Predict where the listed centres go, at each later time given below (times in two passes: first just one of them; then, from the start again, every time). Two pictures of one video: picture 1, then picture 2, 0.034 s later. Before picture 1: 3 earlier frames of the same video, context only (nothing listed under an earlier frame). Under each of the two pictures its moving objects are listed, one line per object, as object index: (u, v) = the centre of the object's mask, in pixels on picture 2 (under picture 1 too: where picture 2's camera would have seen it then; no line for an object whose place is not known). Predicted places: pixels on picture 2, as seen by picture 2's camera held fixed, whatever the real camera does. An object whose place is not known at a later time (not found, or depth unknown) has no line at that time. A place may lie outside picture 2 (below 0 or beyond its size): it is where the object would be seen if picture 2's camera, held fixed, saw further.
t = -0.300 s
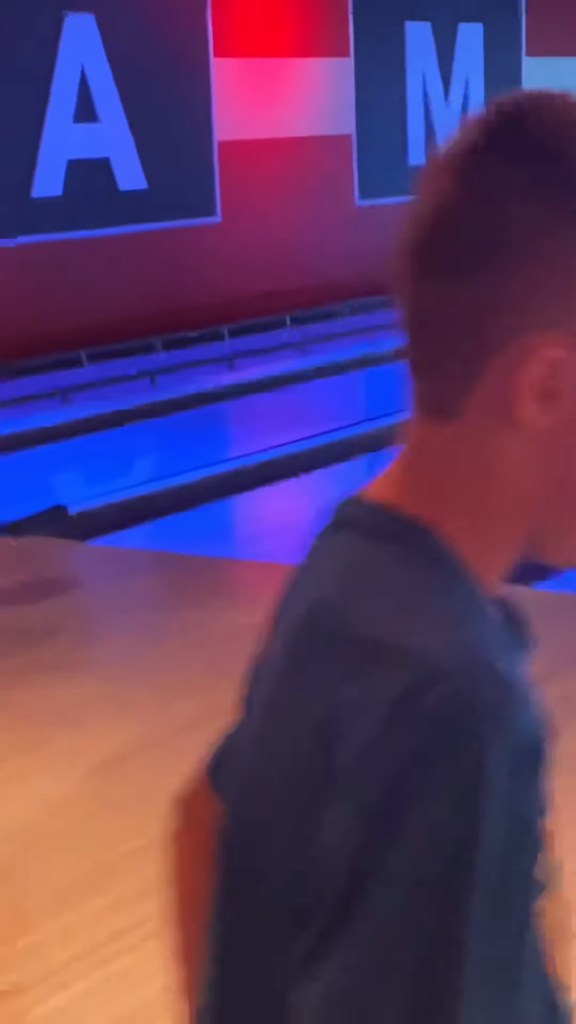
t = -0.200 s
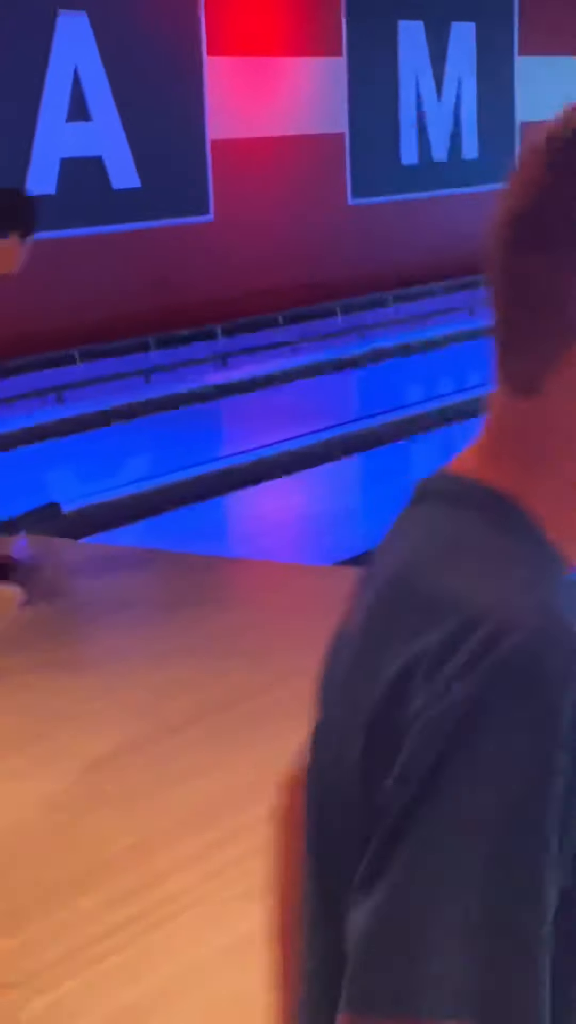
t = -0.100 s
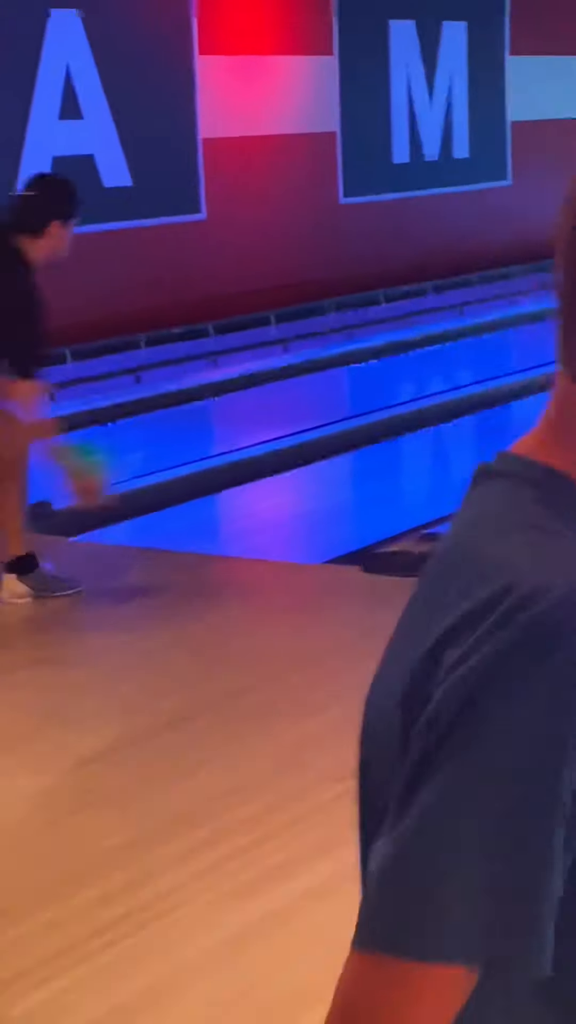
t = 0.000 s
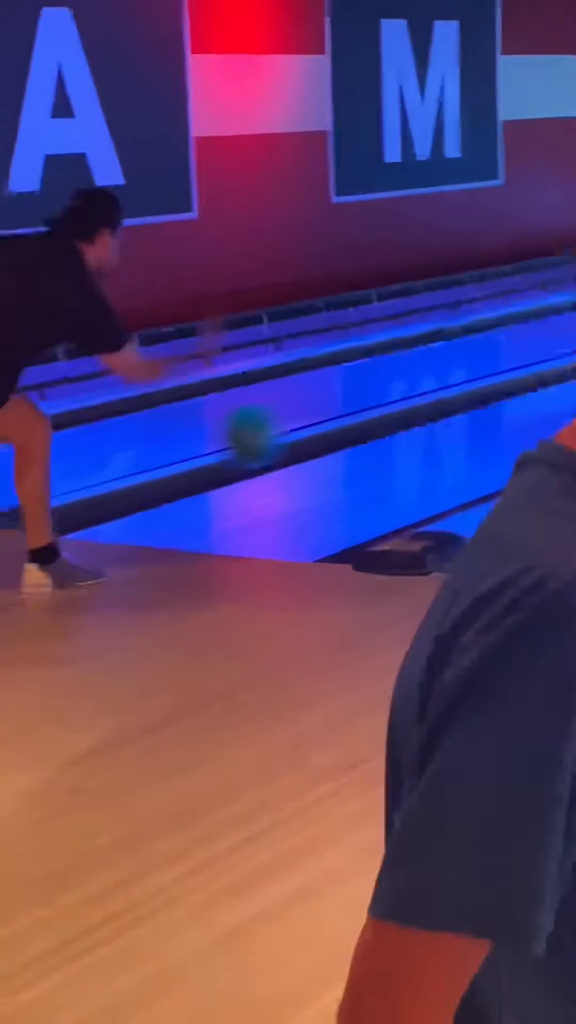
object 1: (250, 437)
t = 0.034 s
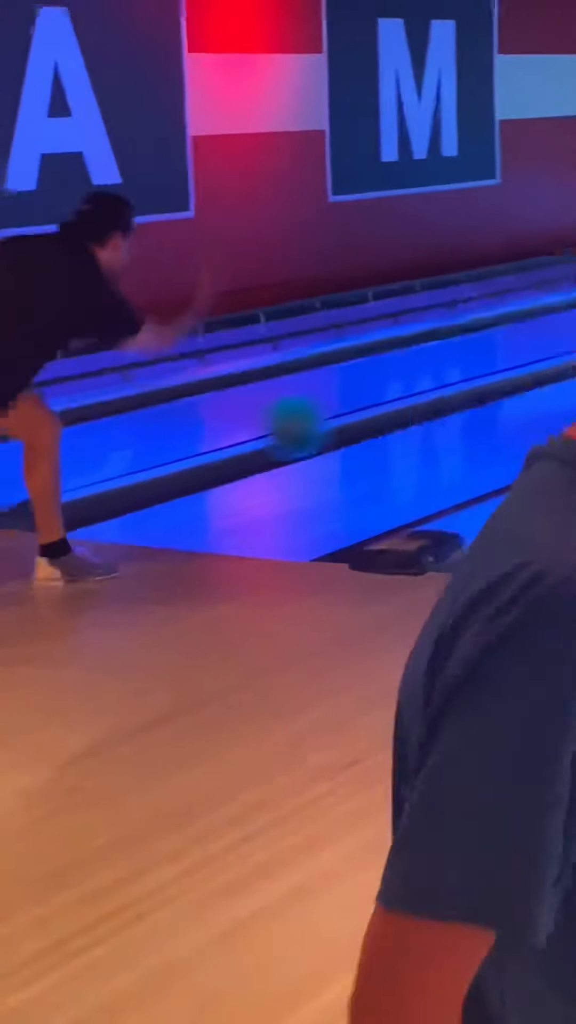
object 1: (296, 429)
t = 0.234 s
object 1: (525, 435)
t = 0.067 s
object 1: (341, 422)
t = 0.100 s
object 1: (380, 418)
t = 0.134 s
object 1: (419, 417)
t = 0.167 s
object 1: (458, 419)
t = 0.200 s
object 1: (490, 425)
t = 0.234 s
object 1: (525, 435)
